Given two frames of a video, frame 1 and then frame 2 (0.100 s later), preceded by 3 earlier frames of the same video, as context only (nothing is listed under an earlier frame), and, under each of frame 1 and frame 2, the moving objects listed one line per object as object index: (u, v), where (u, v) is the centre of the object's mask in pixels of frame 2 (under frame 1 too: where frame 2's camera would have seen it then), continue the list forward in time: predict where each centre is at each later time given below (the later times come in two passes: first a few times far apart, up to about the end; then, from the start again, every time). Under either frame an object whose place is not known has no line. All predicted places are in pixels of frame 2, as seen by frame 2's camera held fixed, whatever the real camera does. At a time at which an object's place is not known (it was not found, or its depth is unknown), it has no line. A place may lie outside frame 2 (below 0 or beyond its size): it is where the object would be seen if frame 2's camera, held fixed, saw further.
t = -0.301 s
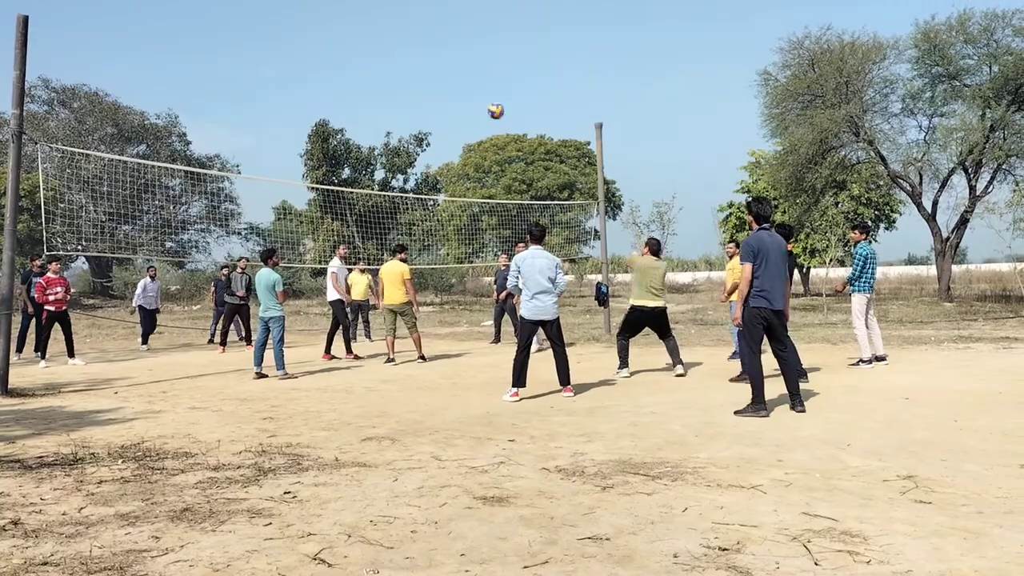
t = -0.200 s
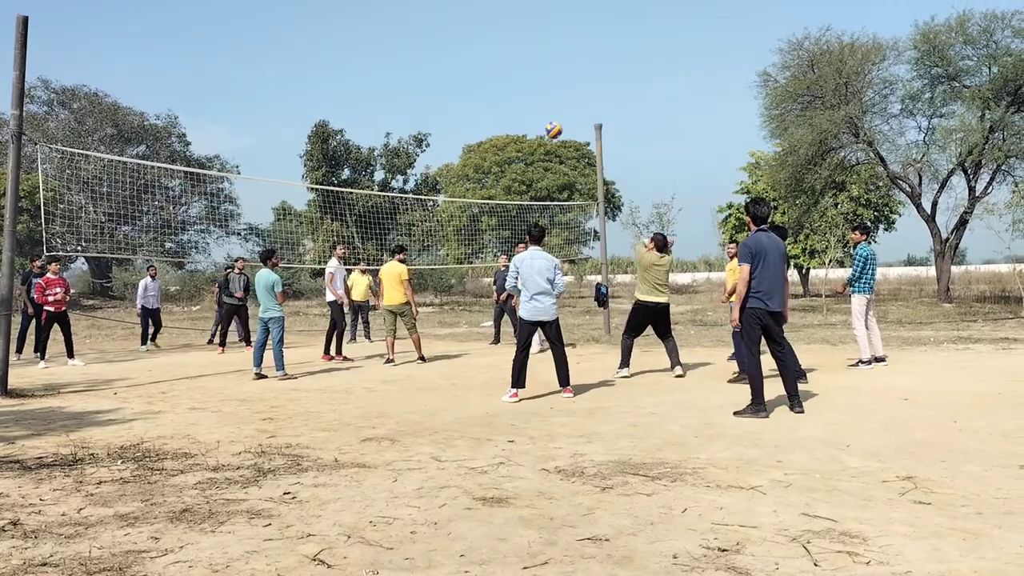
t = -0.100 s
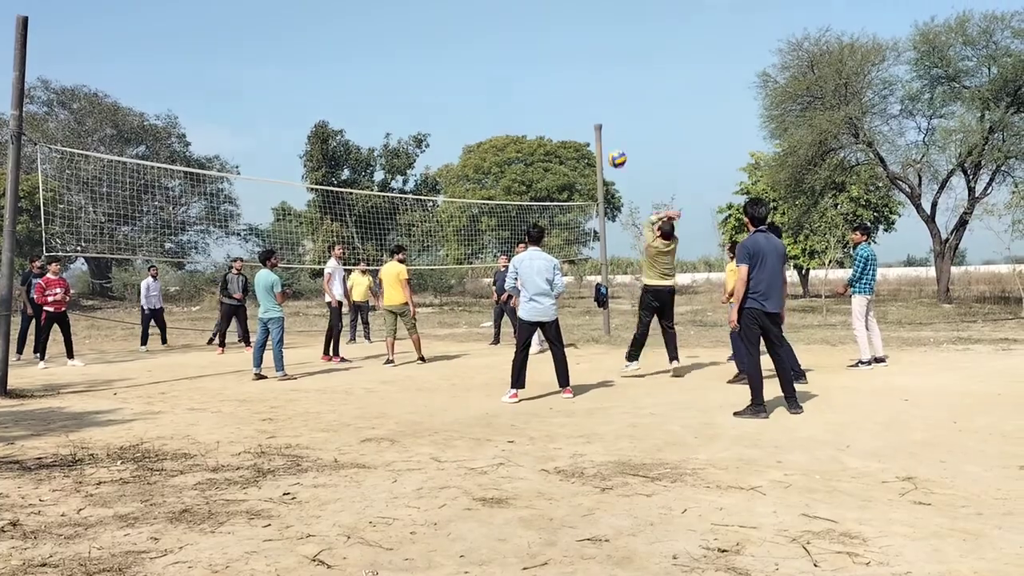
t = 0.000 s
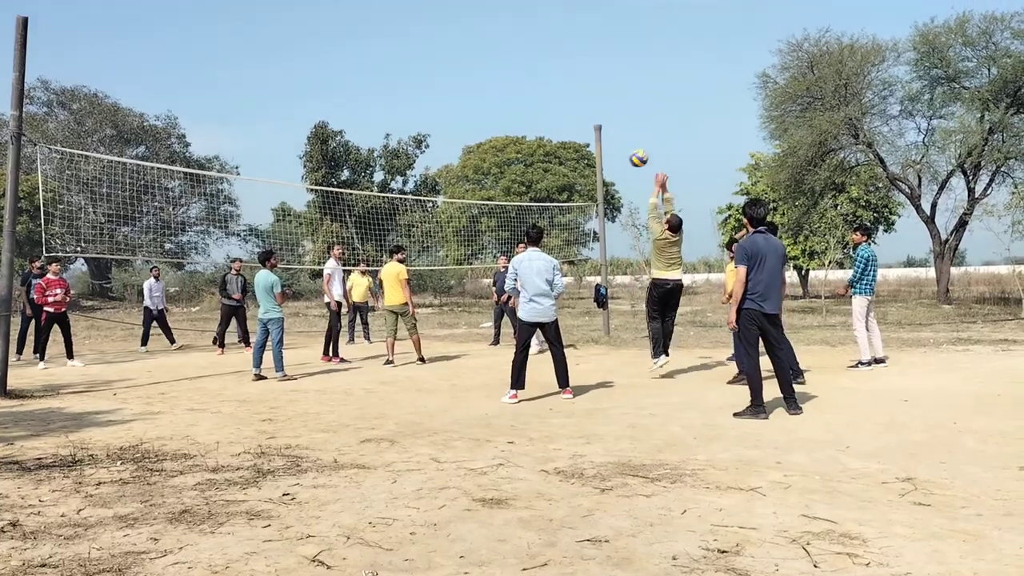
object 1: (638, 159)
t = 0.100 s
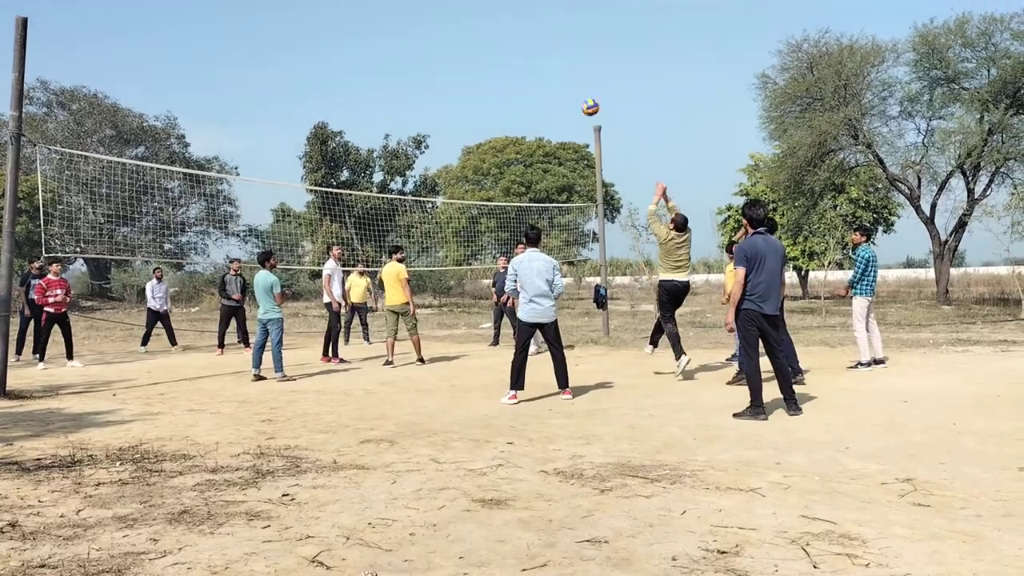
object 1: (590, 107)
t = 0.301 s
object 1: (508, 40)
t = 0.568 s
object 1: (424, 11)
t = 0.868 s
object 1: (350, 34)
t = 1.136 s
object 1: (298, 91)
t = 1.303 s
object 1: (271, 139)
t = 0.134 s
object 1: (575, 93)
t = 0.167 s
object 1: (561, 80)
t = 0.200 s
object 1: (547, 69)
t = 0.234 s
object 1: (534, 58)
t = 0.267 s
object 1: (521, 48)
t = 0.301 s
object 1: (508, 40)
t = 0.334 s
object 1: (497, 33)
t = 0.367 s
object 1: (485, 27)
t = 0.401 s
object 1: (474, 22)
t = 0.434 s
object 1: (463, 18)
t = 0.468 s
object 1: (453, 15)
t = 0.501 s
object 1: (443, 13)
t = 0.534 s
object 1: (433, 12)
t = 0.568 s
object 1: (424, 11)
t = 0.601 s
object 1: (415, 12)
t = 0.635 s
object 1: (405, 12)
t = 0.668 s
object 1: (396, 13)
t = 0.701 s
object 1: (388, 15)
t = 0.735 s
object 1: (380, 18)
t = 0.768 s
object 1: (372, 21)
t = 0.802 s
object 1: (364, 25)
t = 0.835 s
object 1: (357, 29)
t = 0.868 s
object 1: (350, 34)
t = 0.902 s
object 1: (343, 40)
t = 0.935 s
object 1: (336, 46)
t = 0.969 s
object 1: (329, 53)
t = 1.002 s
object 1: (323, 59)
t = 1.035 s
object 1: (316, 67)
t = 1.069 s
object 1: (310, 74)
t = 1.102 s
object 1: (303, 83)
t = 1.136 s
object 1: (298, 91)
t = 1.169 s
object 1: (292, 100)
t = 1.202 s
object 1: (287, 109)
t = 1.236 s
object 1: (281, 119)
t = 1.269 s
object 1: (276, 129)
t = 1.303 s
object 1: (271, 139)
